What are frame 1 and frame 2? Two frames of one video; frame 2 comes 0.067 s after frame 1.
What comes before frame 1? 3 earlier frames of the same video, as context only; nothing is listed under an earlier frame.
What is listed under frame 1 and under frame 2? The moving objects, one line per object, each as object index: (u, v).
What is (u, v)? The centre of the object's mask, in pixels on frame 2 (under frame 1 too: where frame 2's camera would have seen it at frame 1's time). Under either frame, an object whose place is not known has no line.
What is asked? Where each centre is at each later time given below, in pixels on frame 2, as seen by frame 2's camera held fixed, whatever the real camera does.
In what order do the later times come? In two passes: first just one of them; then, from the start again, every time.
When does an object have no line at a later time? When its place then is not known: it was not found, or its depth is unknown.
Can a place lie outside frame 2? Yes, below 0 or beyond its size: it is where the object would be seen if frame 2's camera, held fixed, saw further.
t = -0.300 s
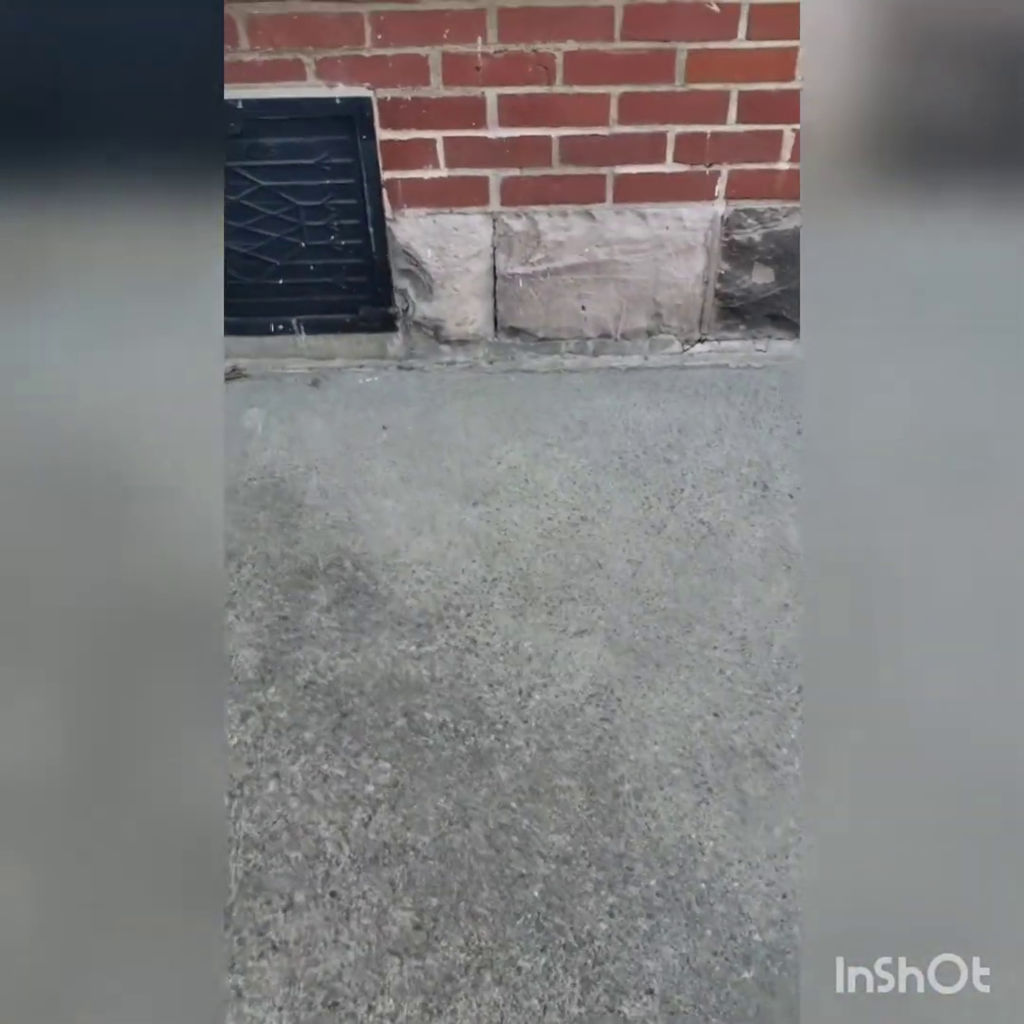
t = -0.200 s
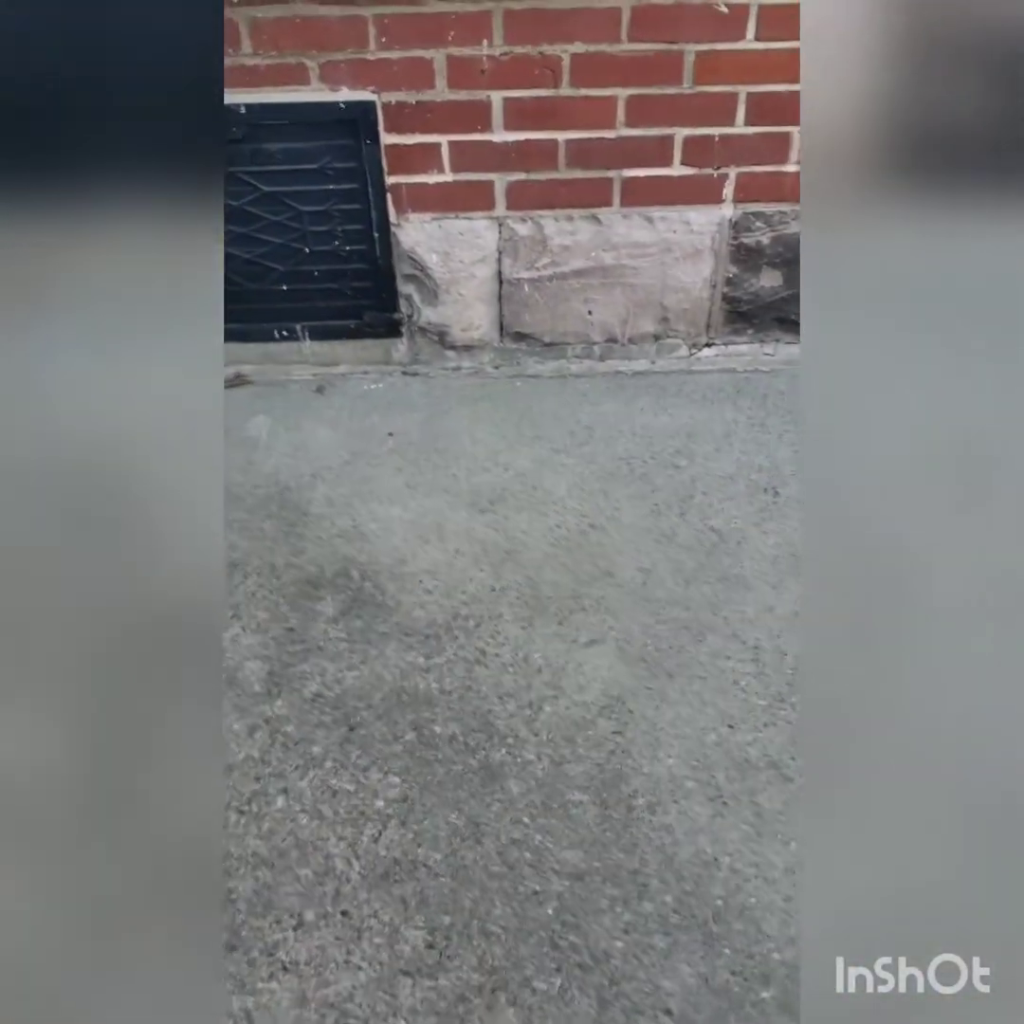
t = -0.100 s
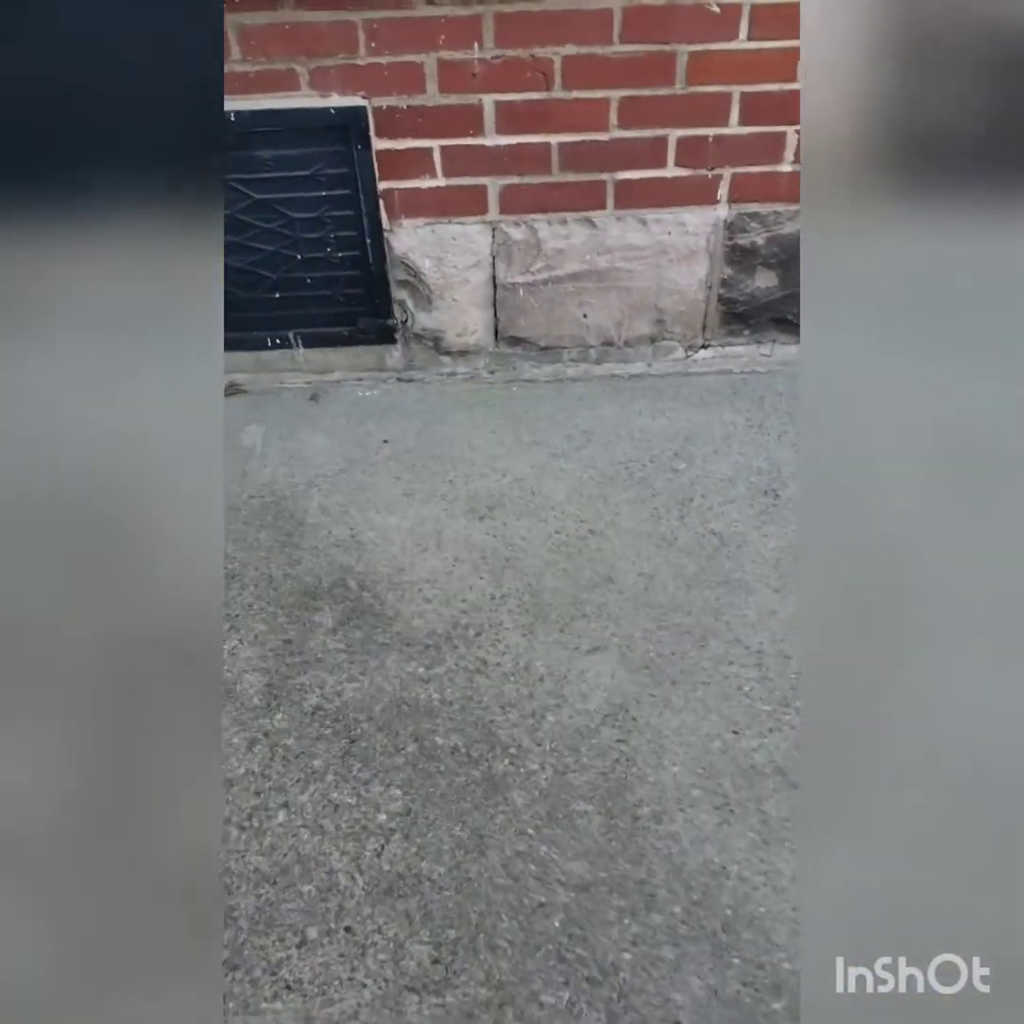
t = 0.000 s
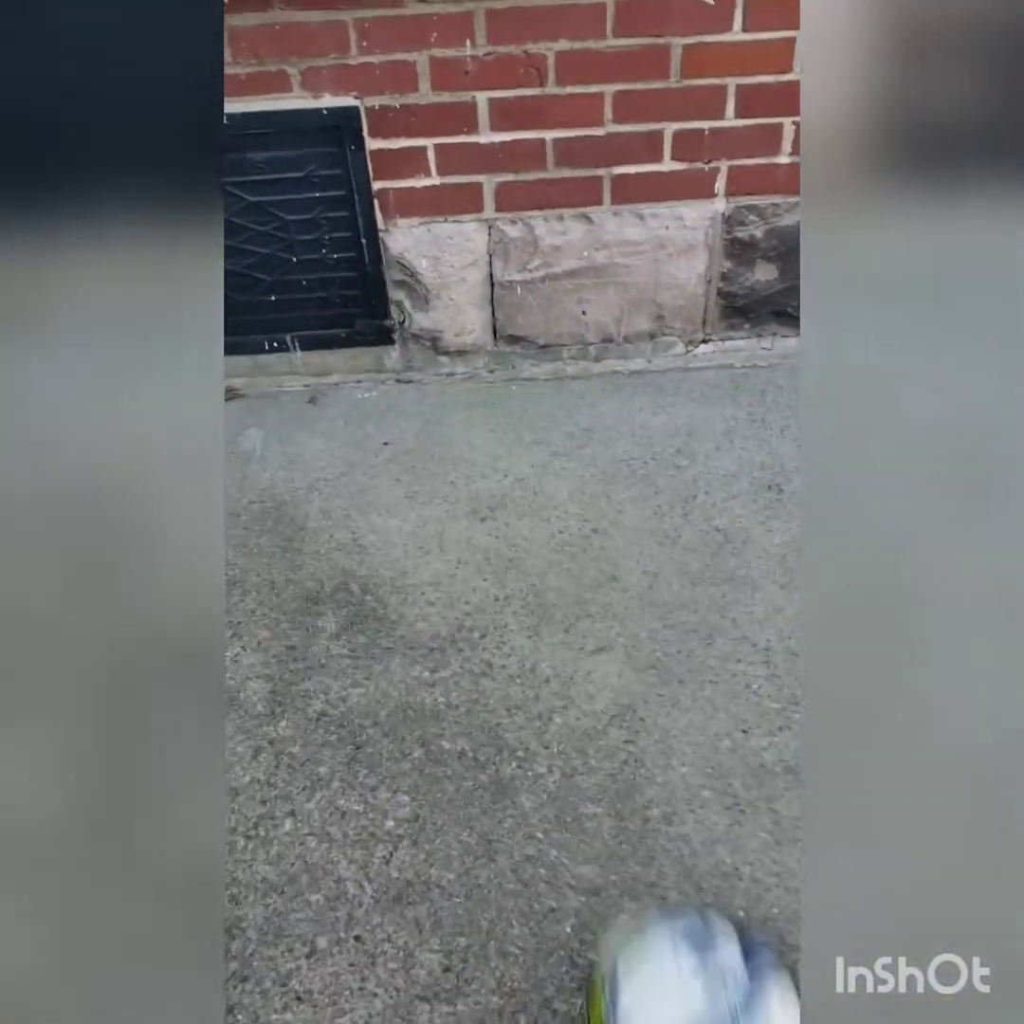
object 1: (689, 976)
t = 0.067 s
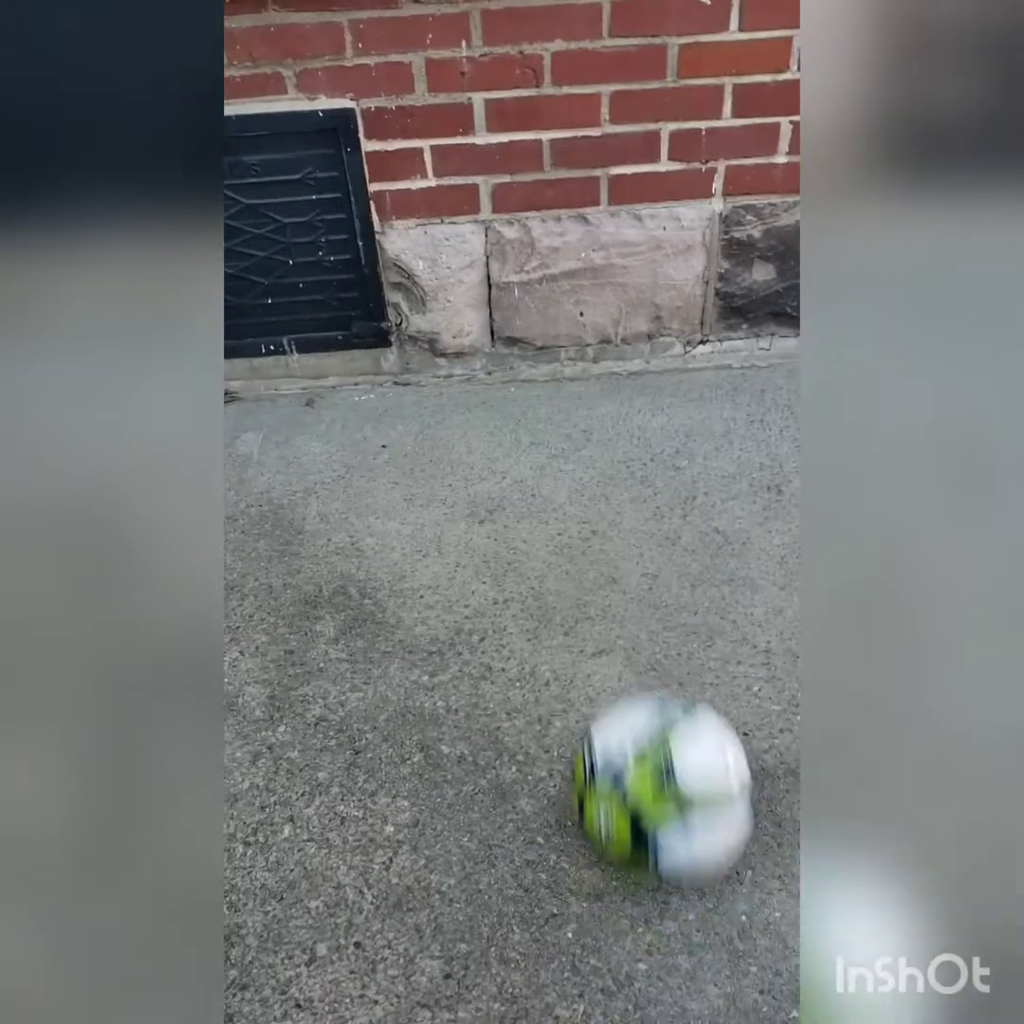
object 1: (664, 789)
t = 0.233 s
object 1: (616, 477)
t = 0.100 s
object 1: (649, 698)
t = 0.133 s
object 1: (640, 631)
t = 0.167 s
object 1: (631, 572)
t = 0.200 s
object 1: (623, 522)
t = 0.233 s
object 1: (616, 477)
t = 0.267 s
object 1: (610, 442)
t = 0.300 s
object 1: (606, 410)
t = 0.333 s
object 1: (601, 382)
